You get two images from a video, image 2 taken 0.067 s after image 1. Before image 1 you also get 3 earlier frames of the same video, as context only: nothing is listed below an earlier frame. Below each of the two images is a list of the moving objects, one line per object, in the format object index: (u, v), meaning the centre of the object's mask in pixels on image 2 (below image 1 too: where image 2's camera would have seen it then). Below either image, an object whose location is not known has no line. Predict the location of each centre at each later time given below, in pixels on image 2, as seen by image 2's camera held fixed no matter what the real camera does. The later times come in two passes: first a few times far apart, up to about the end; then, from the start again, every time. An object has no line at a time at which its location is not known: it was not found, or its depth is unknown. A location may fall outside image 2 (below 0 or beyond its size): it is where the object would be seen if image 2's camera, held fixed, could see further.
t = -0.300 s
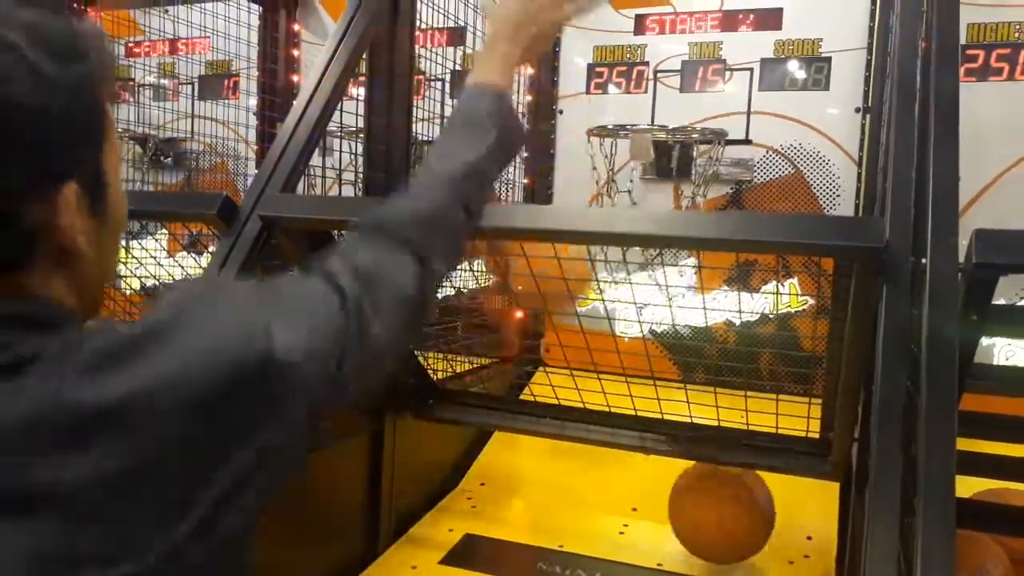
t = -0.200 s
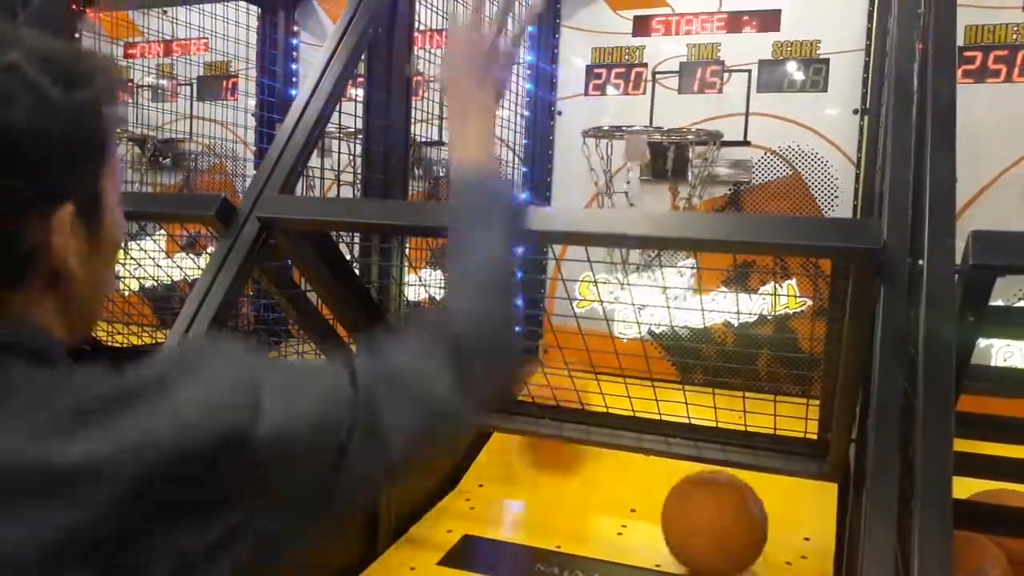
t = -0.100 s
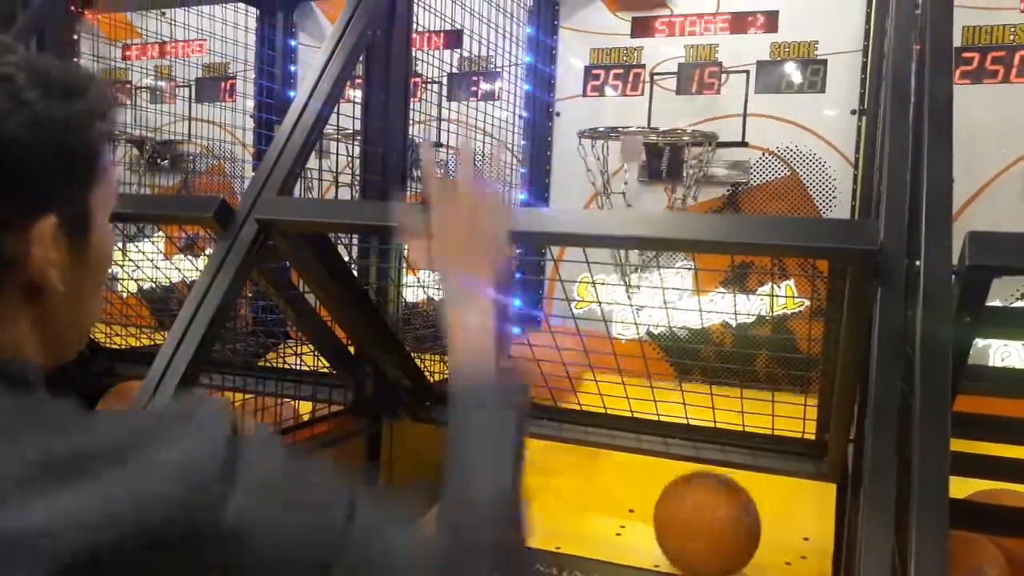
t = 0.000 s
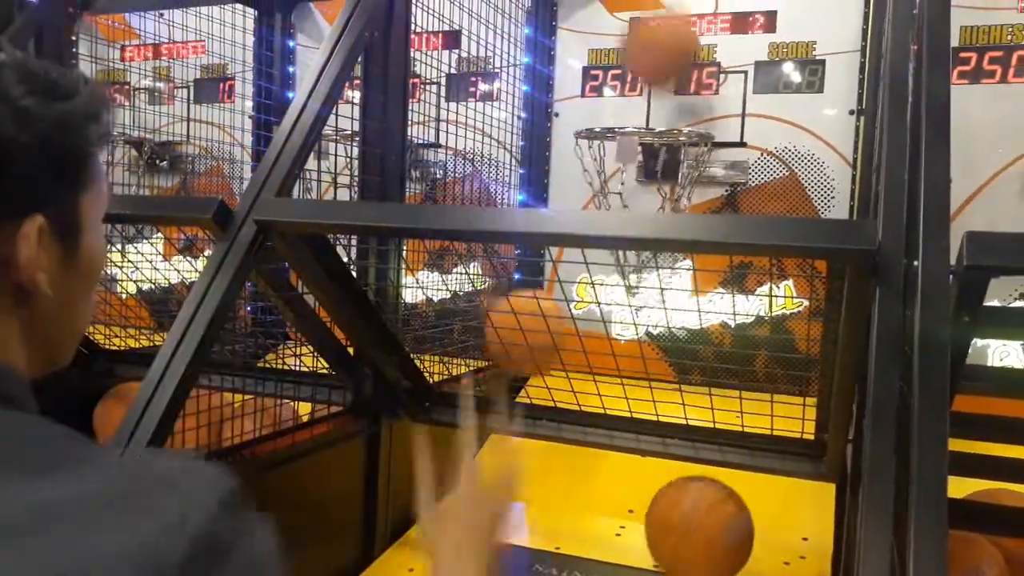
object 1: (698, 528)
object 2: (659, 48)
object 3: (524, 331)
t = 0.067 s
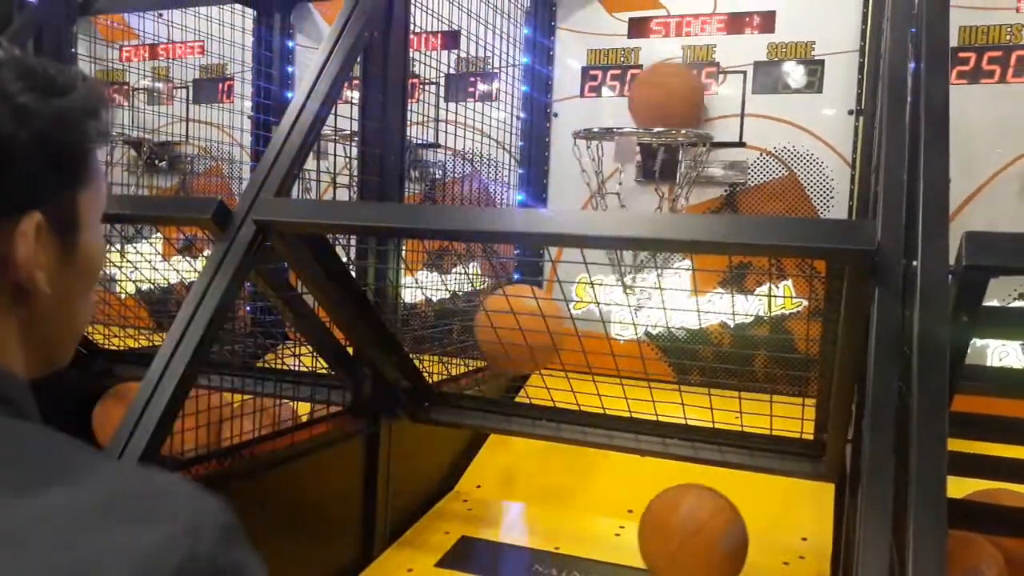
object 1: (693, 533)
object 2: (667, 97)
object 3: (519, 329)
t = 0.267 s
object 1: (671, 543)
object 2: (659, 55)
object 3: (506, 341)
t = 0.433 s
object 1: (648, 553)
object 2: (645, 84)
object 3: (518, 373)
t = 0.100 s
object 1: (689, 535)
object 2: (667, 88)
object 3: (515, 333)
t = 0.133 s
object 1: (686, 536)
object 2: (665, 73)
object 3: (510, 340)
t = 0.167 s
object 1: (683, 538)
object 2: (663, 63)
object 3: (506, 349)
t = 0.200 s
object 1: (678, 540)
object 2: (662, 57)
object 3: (503, 348)
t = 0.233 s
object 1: (674, 541)
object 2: (661, 54)
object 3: (504, 343)
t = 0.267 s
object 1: (671, 543)
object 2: (659, 55)
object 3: (506, 341)
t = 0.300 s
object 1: (667, 545)
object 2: (657, 60)
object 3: (508, 340)
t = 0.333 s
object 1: (662, 547)
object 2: (655, 70)
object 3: (510, 343)
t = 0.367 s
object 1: (657, 549)
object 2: (652, 86)
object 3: (512, 353)
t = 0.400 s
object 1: (653, 551)
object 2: (649, 91)
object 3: (515, 362)
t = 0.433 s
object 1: (648, 553)
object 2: (645, 84)
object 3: (518, 373)
